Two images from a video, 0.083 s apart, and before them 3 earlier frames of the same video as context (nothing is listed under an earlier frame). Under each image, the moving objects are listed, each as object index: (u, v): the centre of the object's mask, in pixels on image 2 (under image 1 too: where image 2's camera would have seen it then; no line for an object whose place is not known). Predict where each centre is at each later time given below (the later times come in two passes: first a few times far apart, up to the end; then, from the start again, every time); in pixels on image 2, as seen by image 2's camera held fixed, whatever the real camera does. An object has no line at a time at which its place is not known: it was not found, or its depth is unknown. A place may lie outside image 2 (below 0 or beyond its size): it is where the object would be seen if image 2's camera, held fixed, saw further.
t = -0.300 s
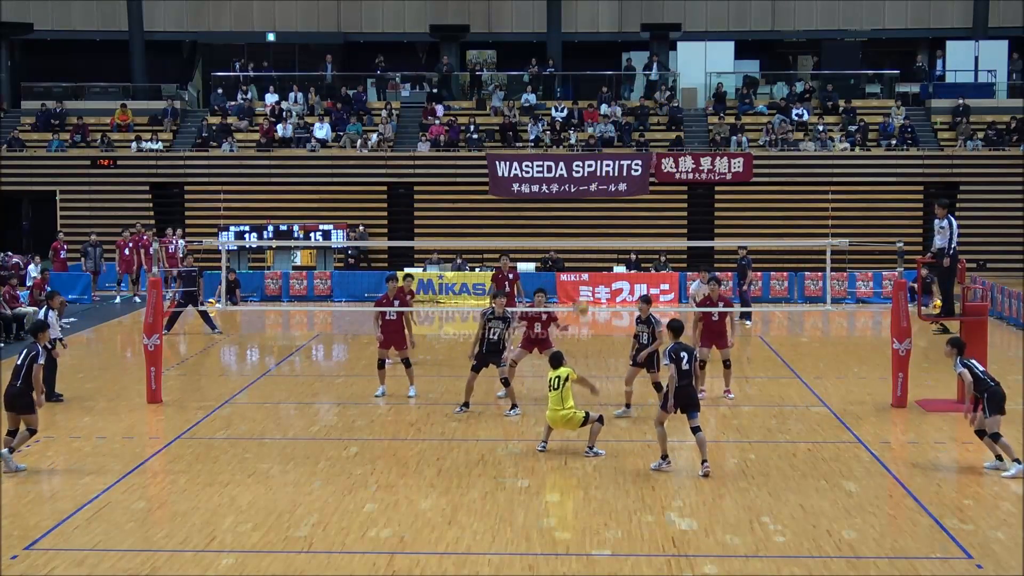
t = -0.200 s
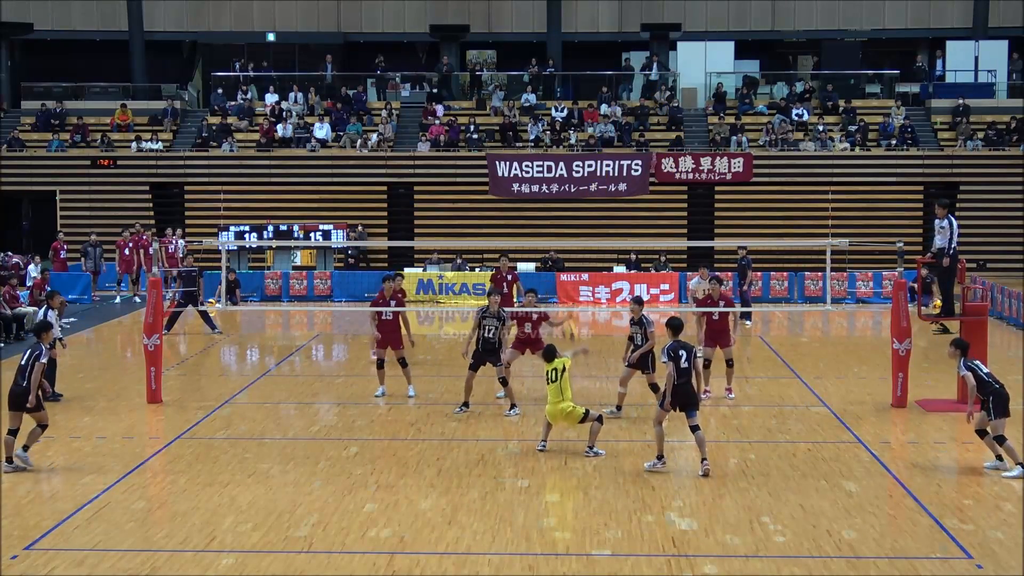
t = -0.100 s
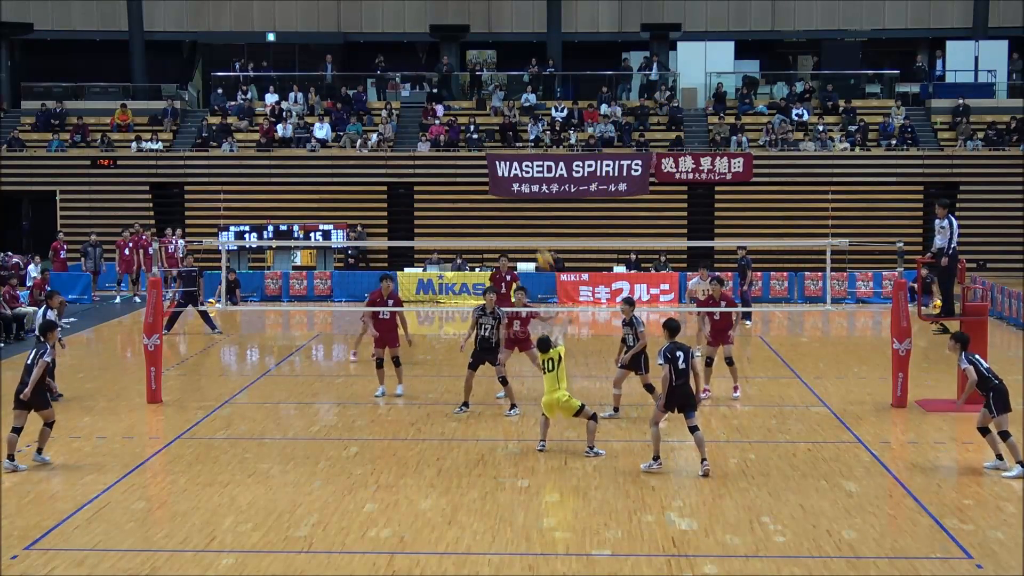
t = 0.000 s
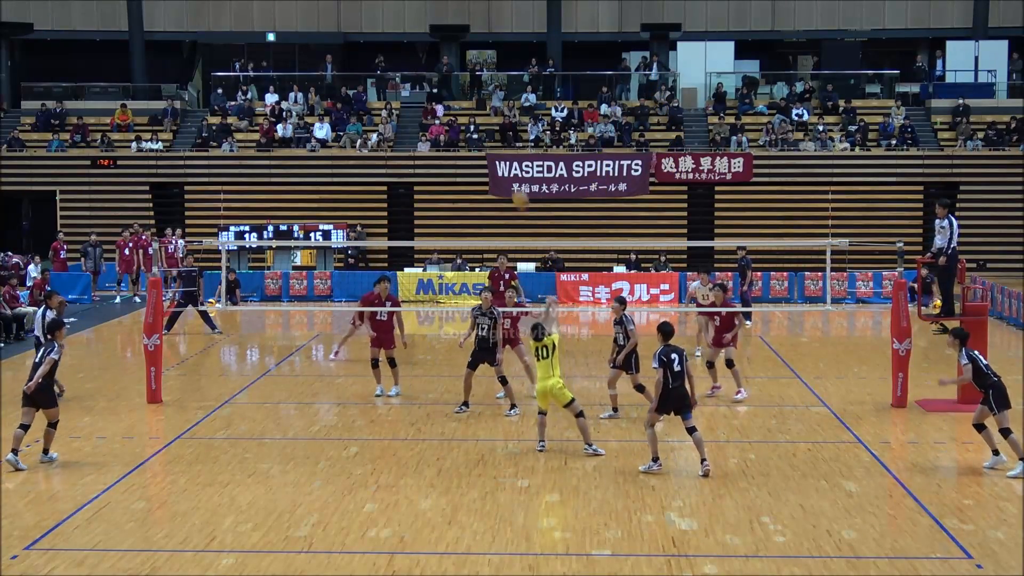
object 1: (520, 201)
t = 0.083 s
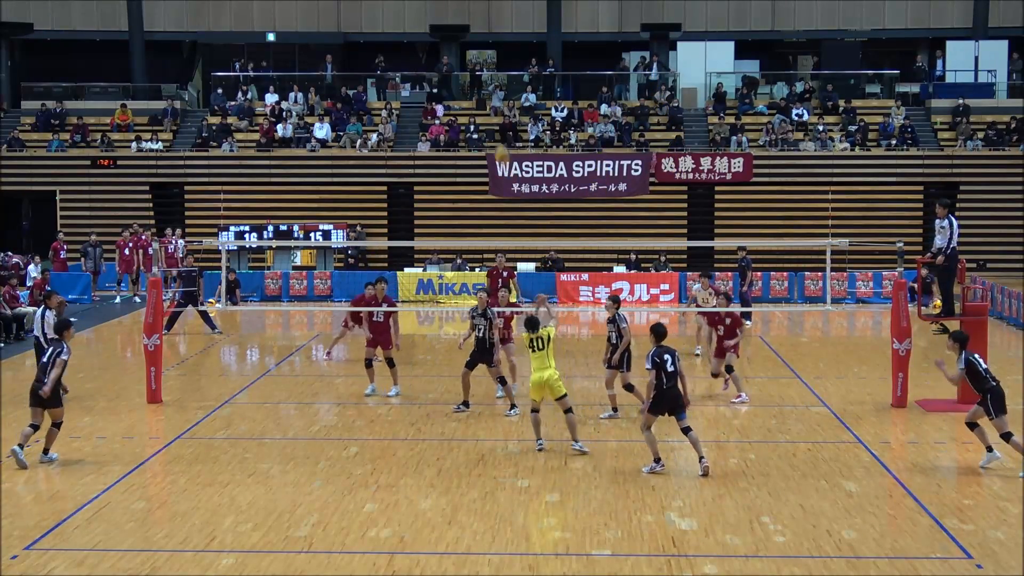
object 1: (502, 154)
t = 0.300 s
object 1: (457, 68)
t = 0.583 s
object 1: (402, 14)
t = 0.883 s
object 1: (348, 24)
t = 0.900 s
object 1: (345, 27)
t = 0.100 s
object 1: (498, 146)
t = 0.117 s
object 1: (495, 139)
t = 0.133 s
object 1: (492, 131)
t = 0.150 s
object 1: (488, 125)
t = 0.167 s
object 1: (485, 116)
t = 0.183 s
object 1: (481, 108)
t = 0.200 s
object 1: (478, 102)
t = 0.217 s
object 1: (474, 96)
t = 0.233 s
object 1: (471, 91)
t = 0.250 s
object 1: (467, 85)
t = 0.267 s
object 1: (464, 80)
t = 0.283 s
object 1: (461, 74)
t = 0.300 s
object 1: (457, 68)
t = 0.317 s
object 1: (453, 63)
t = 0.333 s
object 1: (451, 59)
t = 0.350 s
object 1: (447, 54)
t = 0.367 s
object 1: (444, 51)
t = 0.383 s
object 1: (441, 46)
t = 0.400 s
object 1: (437, 42)
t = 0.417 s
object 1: (434, 39)
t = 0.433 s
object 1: (431, 35)
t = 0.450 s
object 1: (428, 32)
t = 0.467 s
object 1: (425, 29)
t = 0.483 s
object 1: (421, 26)
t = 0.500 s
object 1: (418, 24)
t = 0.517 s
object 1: (415, 21)
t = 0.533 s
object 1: (411, 19)
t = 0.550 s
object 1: (409, 17)
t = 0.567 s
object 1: (405, 15)
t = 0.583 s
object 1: (402, 14)
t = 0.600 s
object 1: (399, 13)
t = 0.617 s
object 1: (396, 12)
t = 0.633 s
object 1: (392, 11)
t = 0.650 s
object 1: (389, 10)
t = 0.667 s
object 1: (386, 10)
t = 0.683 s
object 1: (383, 10)
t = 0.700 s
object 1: (381, 10)
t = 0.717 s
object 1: (378, 11)
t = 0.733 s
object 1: (375, 11)
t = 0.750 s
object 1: (371, 12)
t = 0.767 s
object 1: (369, 13)
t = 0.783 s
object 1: (366, 14)
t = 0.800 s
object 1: (363, 15)
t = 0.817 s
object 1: (360, 16)
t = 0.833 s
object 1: (357, 18)
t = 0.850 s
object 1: (354, 20)
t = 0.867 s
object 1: (351, 22)
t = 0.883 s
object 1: (348, 24)
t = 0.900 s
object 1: (345, 27)
